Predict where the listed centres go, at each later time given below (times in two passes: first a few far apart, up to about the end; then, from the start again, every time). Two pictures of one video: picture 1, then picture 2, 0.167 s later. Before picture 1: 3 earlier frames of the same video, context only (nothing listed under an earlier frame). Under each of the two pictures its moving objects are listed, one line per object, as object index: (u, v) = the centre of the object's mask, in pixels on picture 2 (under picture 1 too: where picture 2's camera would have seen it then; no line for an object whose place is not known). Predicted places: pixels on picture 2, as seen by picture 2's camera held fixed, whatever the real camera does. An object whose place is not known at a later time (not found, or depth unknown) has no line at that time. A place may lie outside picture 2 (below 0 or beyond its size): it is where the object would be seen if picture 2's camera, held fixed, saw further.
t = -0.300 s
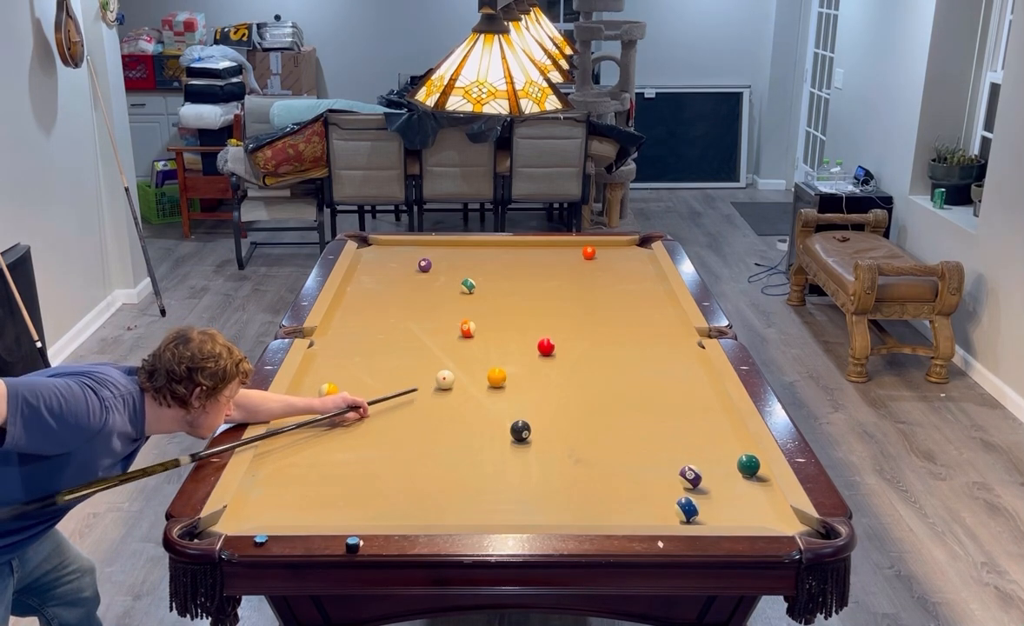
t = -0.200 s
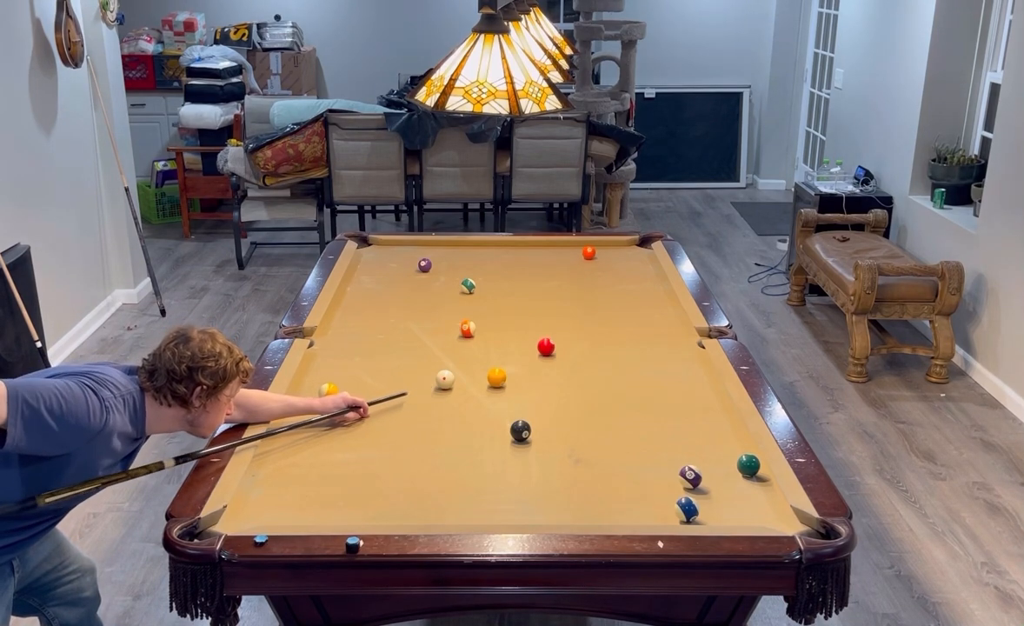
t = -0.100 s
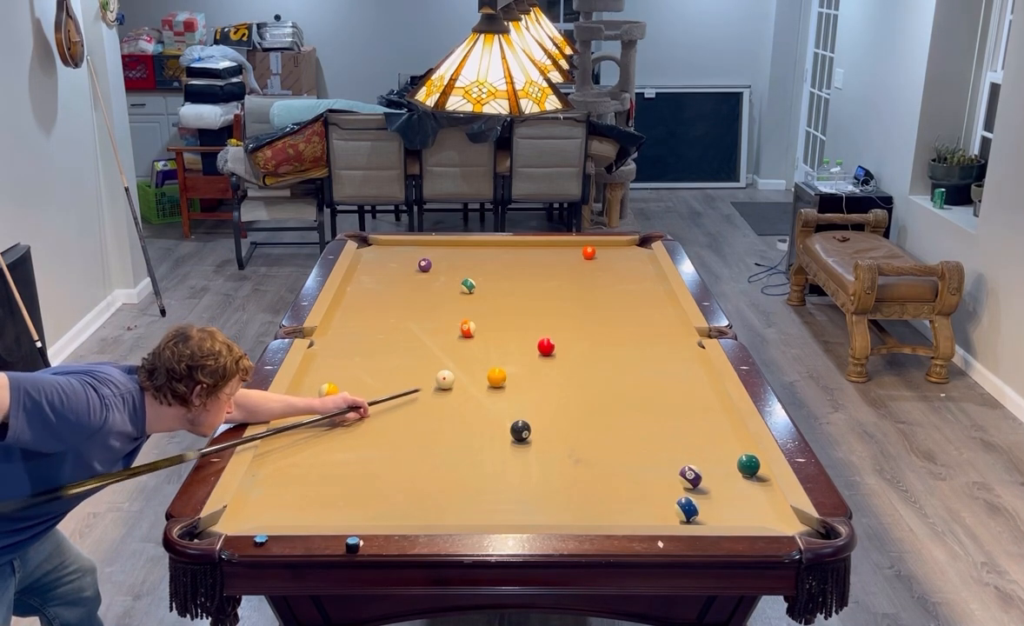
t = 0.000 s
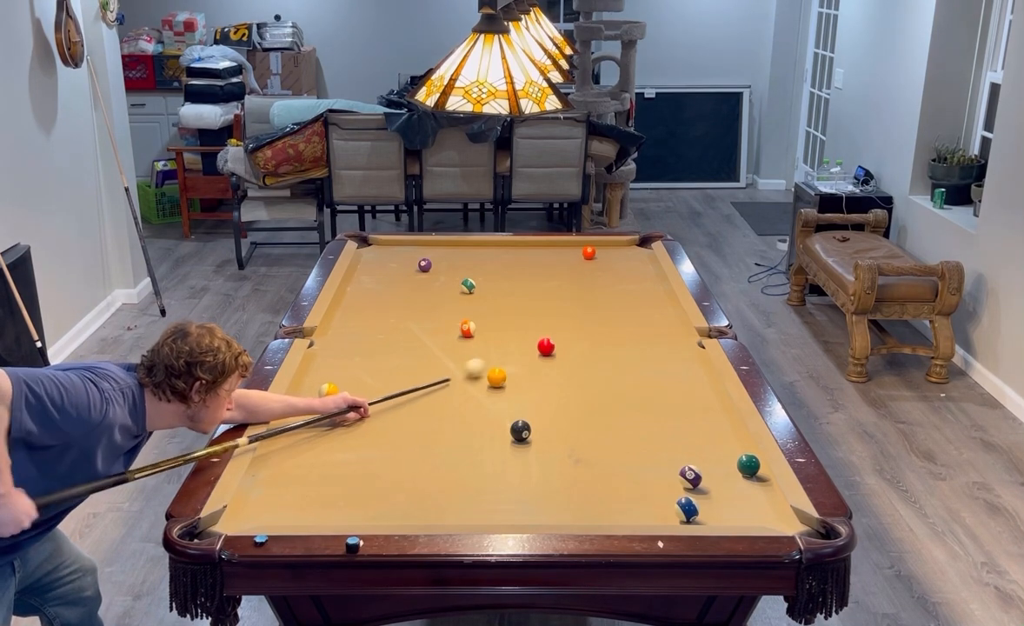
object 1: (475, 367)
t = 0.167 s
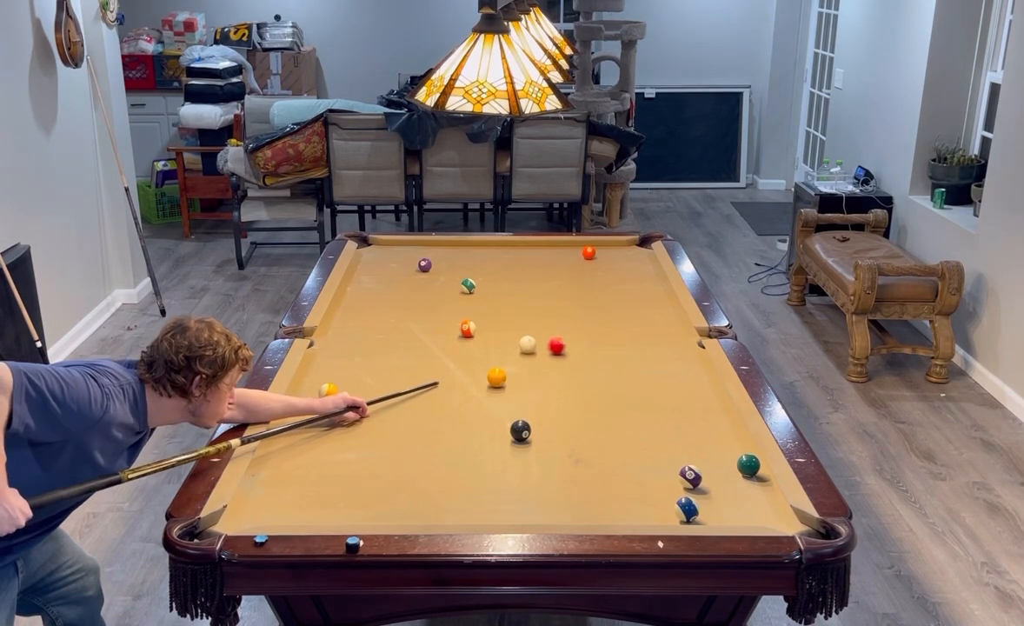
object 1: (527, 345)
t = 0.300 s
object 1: (523, 334)
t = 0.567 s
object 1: (515, 317)
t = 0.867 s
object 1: (509, 300)
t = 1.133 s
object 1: (503, 287)
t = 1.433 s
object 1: (497, 273)
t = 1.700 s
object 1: (493, 263)
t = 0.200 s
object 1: (526, 342)
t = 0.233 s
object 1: (525, 339)
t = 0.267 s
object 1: (524, 337)
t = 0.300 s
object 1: (523, 334)
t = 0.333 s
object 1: (522, 332)
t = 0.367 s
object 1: (521, 330)
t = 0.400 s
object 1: (520, 327)
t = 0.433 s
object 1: (519, 325)
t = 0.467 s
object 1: (518, 323)
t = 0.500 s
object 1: (517, 321)
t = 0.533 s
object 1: (516, 319)
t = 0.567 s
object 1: (515, 317)
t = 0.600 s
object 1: (515, 315)
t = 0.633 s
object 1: (514, 313)
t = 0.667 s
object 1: (513, 311)
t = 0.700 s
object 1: (513, 309)
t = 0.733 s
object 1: (512, 307)
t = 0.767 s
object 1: (511, 305)
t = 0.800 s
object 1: (510, 303)
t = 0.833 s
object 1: (509, 302)
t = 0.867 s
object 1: (509, 300)
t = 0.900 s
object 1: (508, 298)
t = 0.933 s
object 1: (507, 296)
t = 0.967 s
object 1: (506, 295)
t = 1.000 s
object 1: (506, 293)
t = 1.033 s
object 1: (505, 292)
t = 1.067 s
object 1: (504, 290)
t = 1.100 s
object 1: (504, 288)
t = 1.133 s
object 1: (503, 287)
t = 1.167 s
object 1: (502, 285)
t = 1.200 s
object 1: (502, 284)
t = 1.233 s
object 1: (501, 282)
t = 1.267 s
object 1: (500, 281)
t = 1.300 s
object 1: (500, 279)
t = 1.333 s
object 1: (499, 278)
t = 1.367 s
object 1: (499, 277)
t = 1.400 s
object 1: (498, 275)
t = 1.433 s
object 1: (497, 273)
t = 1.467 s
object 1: (497, 272)
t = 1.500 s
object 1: (496, 271)
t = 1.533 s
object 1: (495, 270)
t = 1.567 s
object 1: (495, 268)
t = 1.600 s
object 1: (494, 267)
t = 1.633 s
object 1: (493, 265)
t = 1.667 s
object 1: (493, 264)
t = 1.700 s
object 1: (493, 263)
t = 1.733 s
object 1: (492, 262)
